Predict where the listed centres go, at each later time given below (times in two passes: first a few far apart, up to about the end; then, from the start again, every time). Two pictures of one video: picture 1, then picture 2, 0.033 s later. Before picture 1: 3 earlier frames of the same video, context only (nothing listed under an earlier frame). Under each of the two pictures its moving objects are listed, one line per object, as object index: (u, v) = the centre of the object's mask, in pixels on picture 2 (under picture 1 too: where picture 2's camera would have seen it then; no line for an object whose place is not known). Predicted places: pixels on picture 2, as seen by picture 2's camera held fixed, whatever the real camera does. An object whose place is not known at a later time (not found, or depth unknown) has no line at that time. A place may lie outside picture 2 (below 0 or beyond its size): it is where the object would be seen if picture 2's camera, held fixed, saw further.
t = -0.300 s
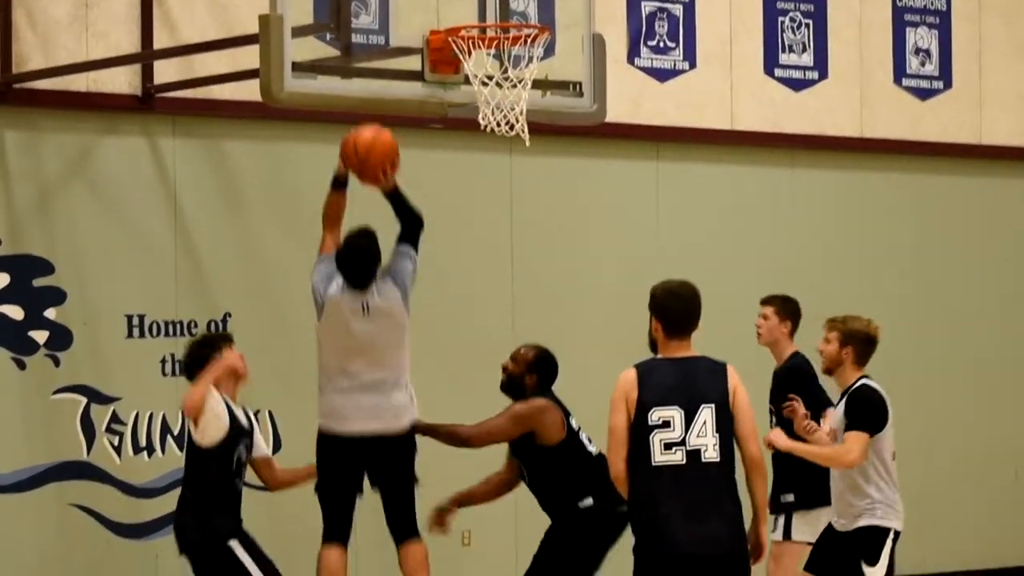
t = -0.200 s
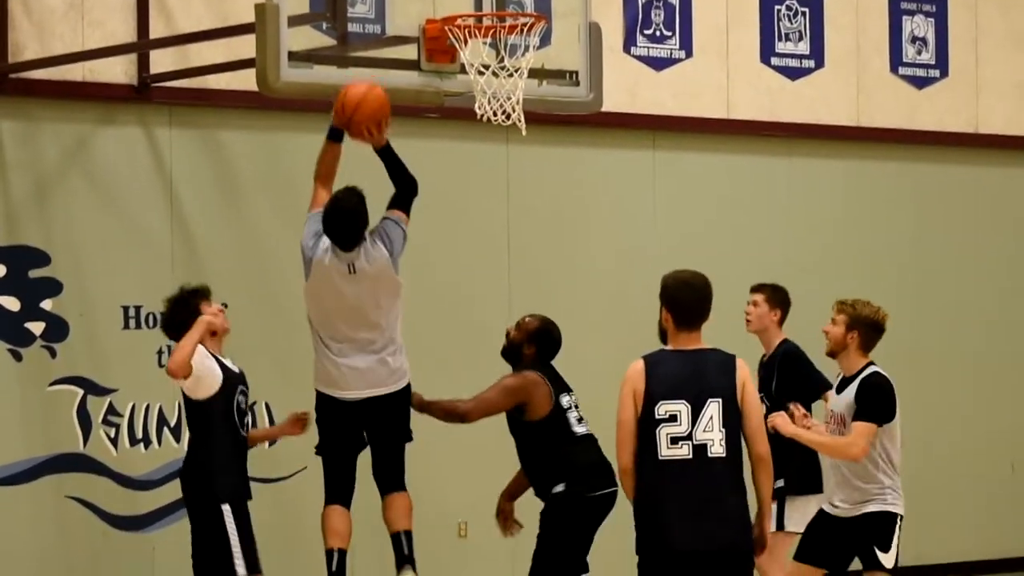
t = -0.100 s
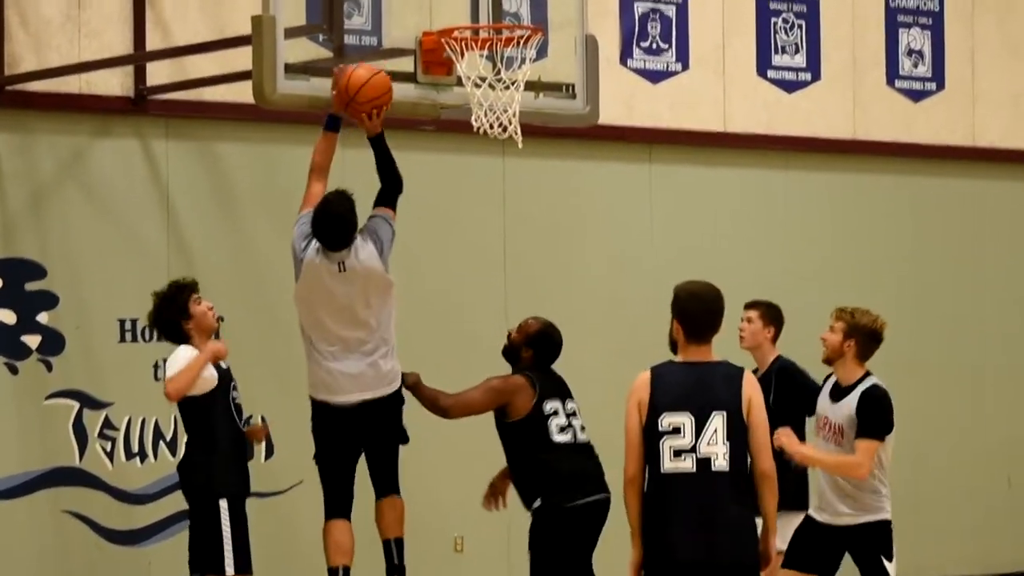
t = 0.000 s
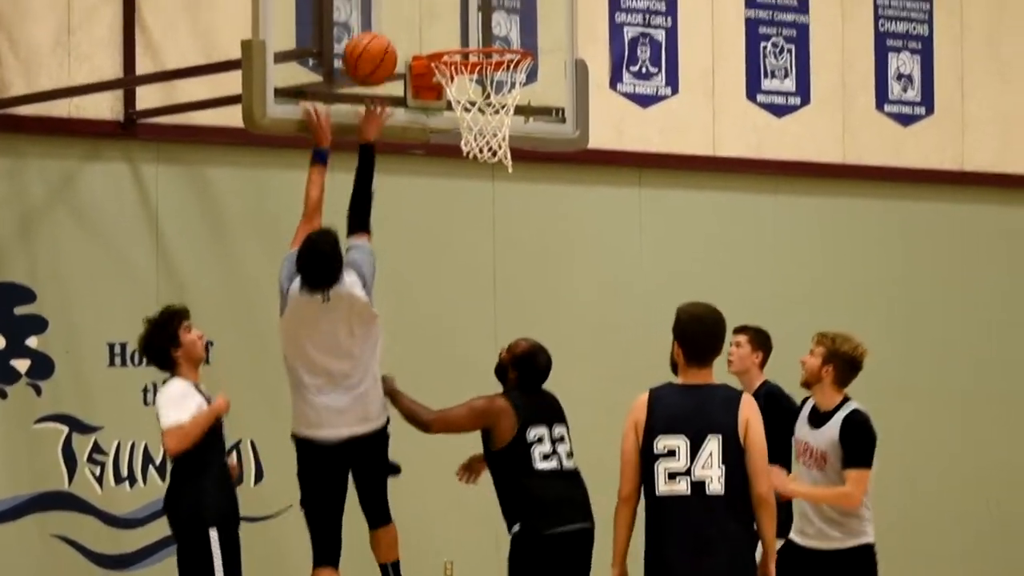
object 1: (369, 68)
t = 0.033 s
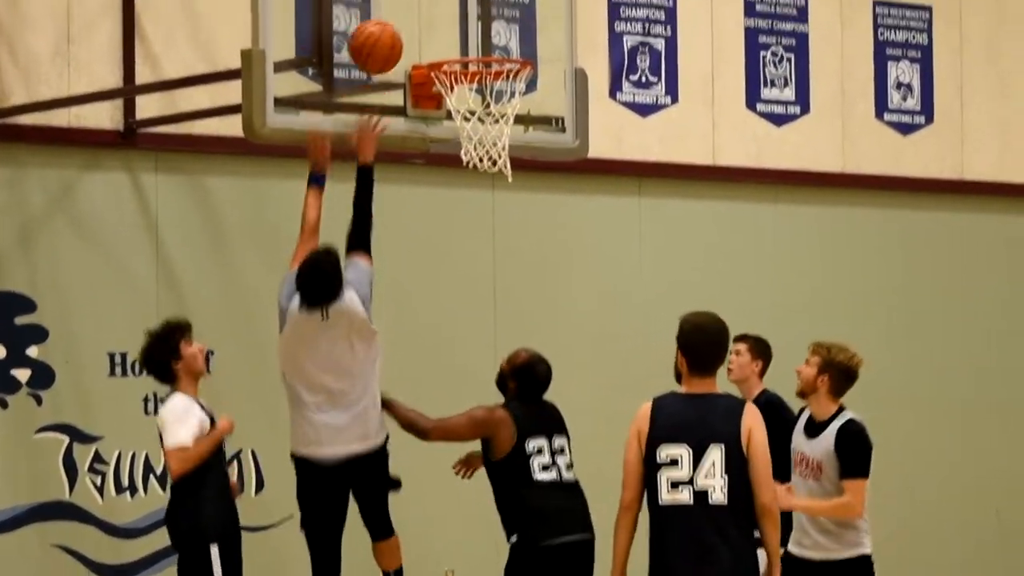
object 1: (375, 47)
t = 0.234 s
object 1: (431, -2)
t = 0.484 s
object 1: (496, 78)
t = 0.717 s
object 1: (450, 183)
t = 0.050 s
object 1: (379, 37)
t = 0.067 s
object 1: (381, 28)
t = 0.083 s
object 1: (384, 20)
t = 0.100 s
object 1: (388, 12)
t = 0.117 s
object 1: (391, 5)
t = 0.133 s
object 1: (395, 2)
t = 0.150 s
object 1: (401, -1)
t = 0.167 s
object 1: (407, -2)
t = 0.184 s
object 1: (413, -3)
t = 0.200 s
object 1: (419, -3)
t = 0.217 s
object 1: (425, -3)
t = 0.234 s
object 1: (431, -2)
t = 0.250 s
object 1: (437, -1)
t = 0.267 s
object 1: (443, 2)
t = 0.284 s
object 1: (449, 5)
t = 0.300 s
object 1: (455, 8)
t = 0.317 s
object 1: (461, 12)
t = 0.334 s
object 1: (467, 16)
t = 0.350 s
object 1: (473, 22)
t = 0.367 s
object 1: (480, 28)
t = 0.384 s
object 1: (485, 33)
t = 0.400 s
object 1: (491, 37)
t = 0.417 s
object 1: (497, 42)
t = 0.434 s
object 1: (503, 46)
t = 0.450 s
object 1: (505, 66)
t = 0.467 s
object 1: (501, 71)
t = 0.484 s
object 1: (496, 78)
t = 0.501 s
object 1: (492, 86)
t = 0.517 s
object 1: (487, 93)
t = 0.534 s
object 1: (482, 101)
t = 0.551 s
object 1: (478, 109)
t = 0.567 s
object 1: (475, 117)
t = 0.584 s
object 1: (472, 123)
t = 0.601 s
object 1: (470, 129)
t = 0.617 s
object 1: (465, 141)
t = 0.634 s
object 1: (463, 143)
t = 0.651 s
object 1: (461, 147)
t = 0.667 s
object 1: (457, 155)
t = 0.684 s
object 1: (456, 163)
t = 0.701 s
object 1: (453, 172)
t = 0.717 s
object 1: (450, 183)
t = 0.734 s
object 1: (447, 193)
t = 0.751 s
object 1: (445, 205)
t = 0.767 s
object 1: (442, 217)
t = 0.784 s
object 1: (440, 230)
